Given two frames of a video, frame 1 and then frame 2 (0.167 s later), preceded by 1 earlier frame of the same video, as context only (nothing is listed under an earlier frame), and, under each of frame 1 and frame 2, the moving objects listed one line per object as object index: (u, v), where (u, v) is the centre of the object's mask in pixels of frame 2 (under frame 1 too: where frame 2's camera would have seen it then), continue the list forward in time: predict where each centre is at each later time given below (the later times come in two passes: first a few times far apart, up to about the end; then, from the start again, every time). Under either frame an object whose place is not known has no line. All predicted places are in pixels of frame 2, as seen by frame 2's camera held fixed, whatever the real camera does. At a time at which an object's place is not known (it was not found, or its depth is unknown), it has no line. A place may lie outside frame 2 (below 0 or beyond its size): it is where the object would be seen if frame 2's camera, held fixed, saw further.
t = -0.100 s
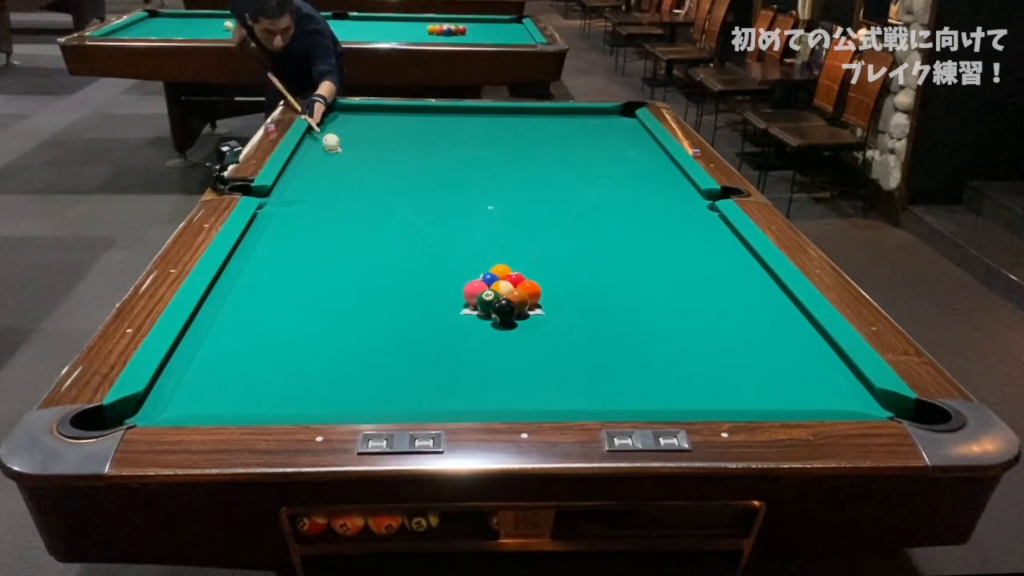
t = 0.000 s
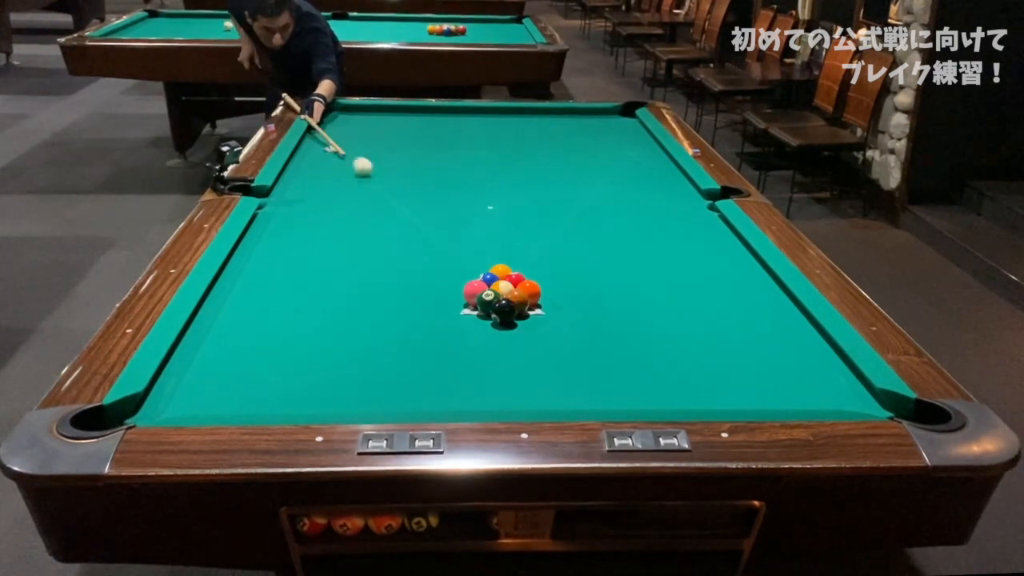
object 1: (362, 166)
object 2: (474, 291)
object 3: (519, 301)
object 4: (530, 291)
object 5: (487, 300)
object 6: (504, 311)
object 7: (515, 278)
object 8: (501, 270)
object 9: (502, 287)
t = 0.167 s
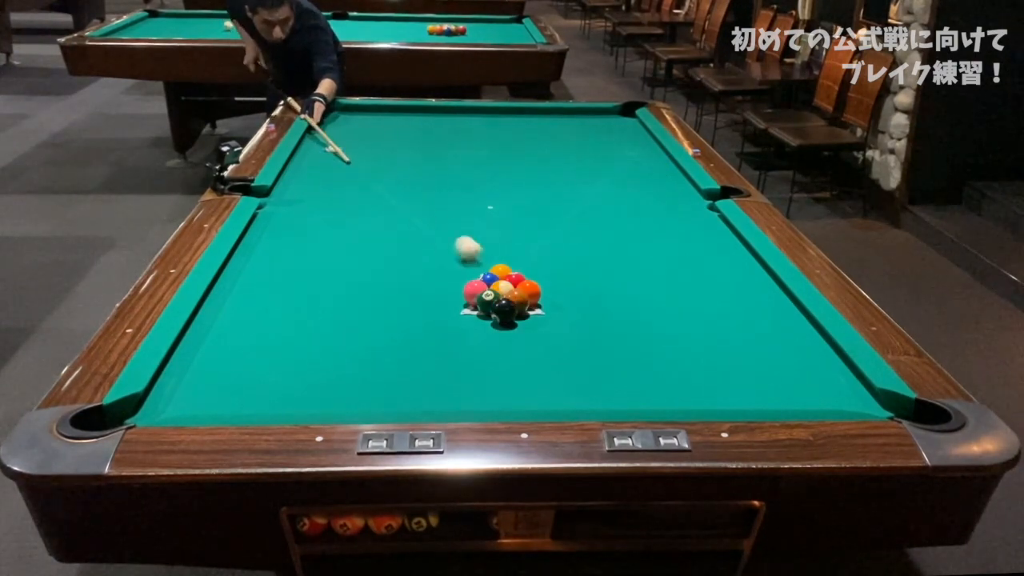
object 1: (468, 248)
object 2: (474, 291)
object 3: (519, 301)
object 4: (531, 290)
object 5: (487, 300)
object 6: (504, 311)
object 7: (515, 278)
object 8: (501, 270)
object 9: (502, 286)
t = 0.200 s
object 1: (489, 263)
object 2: (472, 292)
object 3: (518, 301)
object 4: (536, 293)
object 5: (486, 301)
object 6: (502, 312)
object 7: (517, 279)
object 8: (502, 270)
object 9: (502, 287)
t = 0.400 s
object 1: (493, 257)
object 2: (382, 325)
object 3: (525, 309)
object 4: (790, 352)
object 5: (454, 337)
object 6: (451, 364)
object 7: (574, 276)
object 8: (532, 261)
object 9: (498, 297)
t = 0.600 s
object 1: (495, 248)
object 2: (291, 358)
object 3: (533, 317)
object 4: (754, 384)
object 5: (419, 376)
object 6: (400, 399)
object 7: (624, 270)
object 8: (557, 249)
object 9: (496, 300)
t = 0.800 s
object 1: (497, 240)
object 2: (184, 395)
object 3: (541, 324)
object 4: (656, 399)
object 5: (419, 375)
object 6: (343, 399)
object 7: (670, 264)
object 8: (580, 238)
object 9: (495, 303)
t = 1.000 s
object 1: (499, 233)
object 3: (549, 330)
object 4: (554, 389)
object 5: (421, 374)
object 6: (299, 393)
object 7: (715, 258)
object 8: (601, 228)
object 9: (492, 305)
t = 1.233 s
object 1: (501, 225)
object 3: (557, 337)
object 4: (452, 377)
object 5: (415, 372)
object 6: (251, 383)
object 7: (734, 252)
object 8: (623, 217)
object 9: (488, 307)
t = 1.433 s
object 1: (502, 220)
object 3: (563, 342)
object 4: (434, 373)
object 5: (350, 366)
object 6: (212, 374)
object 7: (707, 247)
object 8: (640, 209)
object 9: (486, 308)
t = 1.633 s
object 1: (503, 214)
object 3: (569, 347)
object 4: (413, 369)
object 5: (292, 360)
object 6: (176, 367)
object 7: (681, 243)
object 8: (656, 201)
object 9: (485, 309)
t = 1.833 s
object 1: (504, 210)
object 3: (574, 351)
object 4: (395, 366)
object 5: (238, 354)
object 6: (201, 357)
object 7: (658, 240)
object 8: (671, 194)
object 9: (484, 310)
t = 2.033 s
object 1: (505, 206)
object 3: (577, 356)
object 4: (379, 363)
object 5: (242, 343)
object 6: (188, 354)
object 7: (636, 236)
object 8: (685, 188)
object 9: (484, 310)
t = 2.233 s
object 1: (506, 202)
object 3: (580, 359)
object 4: (364, 361)
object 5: (246, 333)
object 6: (204, 349)
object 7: (616, 233)
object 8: (681, 183)
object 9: (484, 310)
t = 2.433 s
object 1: (506, 199)
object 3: (583, 361)
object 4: (351, 359)
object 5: (249, 324)
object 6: (218, 345)
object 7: (597, 231)
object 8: (670, 179)
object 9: (484, 310)
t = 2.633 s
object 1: (508, 196)
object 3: (584, 363)
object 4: (340, 356)
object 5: (251, 317)
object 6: (231, 342)
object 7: (580, 228)
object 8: (660, 176)
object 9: (484, 310)
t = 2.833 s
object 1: (509, 194)
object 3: (584, 363)
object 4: (330, 354)
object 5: (252, 309)
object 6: (241, 339)
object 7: (565, 225)
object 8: (651, 172)
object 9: (484, 310)
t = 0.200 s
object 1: (489, 263)
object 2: (472, 292)
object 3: (518, 301)
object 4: (536, 293)
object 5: (486, 301)
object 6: (502, 312)
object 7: (517, 279)
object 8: (502, 270)
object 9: (502, 287)
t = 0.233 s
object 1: (490, 262)
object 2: (459, 299)
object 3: (518, 303)
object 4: (573, 303)
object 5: (479, 307)
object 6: (495, 321)
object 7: (528, 282)
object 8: (507, 271)
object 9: (500, 290)
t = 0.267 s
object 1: (491, 262)
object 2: (441, 304)
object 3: (519, 304)
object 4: (616, 312)
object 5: (474, 313)
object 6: (485, 331)
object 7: (539, 281)
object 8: (513, 270)
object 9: (499, 292)
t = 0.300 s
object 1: (492, 261)
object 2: (426, 310)
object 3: (520, 306)
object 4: (660, 322)
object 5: (469, 318)
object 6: (475, 338)
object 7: (548, 280)
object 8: (518, 268)
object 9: (499, 294)
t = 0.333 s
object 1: (492, 260)
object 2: (412, 315)
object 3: (522, 307)
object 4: (700, 331)
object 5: (465, 324)
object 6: (467, 347)
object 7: (556, 279)
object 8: (523, 266)
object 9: (499, 295)
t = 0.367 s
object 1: (493, 258)
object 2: (397, 320)
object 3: (524, 308)
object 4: (745, 341)
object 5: (460, 331)
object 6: (459, 356)
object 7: (565, 278)
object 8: (528, 263)
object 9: (499, 296)
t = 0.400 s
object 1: (493, 257)
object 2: (382, 325)
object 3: (525, 309)
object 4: (790, 352)
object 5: (454, 337)
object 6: (451, 364)
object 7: (574, 276)
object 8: (532, 261)
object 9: (498, 297)
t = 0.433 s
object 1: (493, 255)
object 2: (369, 330)
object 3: (526, 311)
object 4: (831, 361)
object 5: (449, 343)
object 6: (442, 372)
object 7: (582, 275)
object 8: (536, 259)
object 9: (498, 297)
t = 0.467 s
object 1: (494, 254)
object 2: (354, 335)
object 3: (528, 312)
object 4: (826, 367)
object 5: (443, 350)
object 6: (433, 380)
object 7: (591, 274)
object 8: (541, 257)
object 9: (497, 298)
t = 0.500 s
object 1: (494, 252)
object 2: (338, 341)
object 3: (529, 313)
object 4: (806, 373)
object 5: (437, 357)
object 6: (424, 390)
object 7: (599, 273)
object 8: (545, 255)
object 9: (497, 299)
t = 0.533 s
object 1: (494, 251)
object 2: (324, 346)
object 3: (530, 314)
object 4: (789, 376)
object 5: (431, 363)
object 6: (415, 396)
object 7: (607, 272)
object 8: (549, 253)
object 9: (497, 299)
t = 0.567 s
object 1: (495, 249)
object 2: (307, 352)
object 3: (532, 315)
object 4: (771, 380)
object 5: (425, 370)
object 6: (404, 402)
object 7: (615, 271)
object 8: (553, 251)
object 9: (496, 299)
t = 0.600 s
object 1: (495, 248)
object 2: (291, 358)
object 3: (533, 317)
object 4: (754, 384)
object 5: (419, 376)
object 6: (400, 399)
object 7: (624, 270)
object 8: (557, 249)
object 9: (496, 300)
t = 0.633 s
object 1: (495, 247)
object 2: (275, 363)
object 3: (535, 317)
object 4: (740, 388)
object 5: (414, 380)
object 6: (394, 396)
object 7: (631, 268)
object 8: (561, 247)
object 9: (495, 301)
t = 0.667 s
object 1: (495, 245)
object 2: (257, 369)
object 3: (536, 319)
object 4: (723, 392)
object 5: (415, 380)
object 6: (382, 399)
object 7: (639, 268)
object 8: (565, 245)
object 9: (495, 301)
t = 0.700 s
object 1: (496, 244)
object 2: (239, 376)
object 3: (537, 321)
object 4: (706, 395)
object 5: (416, 378)
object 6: (369, 401)
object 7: (647, 267)
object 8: (569, 243)
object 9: (495, 302)
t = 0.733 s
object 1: (496, 243)
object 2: (222, 382)
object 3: (539, 322)
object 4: (691, 398)
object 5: (418, 376)
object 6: (360, 402)
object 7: (654, 266)
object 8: (572, 241)
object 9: (495, 302)
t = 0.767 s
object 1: (496, 241)
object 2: (203, 388)
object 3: (540, 323)
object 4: (673, 400)
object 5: (418, 376)
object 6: (351, 401)
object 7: (662, 265)
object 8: (576, 240)
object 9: (495, 303)
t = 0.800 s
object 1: (497, 240)
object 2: (184, 395)
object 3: (541, 324)
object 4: (656, 399)
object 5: (419, 375)
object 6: (343, 399)
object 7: (670, 264)
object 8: (580, 238)
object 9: (495, 303)
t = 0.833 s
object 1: (497, 239)
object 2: (166, 401)
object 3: (543, 325)
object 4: (639, 397)
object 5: (419, 375)
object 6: (336, 399)
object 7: (677, 263)
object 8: (583, 236)
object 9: (494, 303)
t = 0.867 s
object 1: (497, 237)
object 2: (145, 407)
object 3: (544, 326)
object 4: (620, 396)
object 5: (420, 375)
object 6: (328, 397)
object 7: (685, 261)
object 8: (587, 234)
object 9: (494, 304)
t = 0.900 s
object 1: (498, 236)
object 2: (125, 414)
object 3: (546, 327)
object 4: (604, 395)
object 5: (420, 375)
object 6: (320, 397)
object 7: (693, 260)
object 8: (590, 233)
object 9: (493, 304)
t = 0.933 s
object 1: (498, 235)
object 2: (106, 423)
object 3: (547, 328)
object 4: (588, 393)
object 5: (420, 375)
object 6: (314, 396)
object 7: (699, 260)
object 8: (594, 231)
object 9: (493, 304)
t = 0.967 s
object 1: (498, 234)
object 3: (548, 329)
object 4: (570, 392)
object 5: (421, 374)
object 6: (306, 395)
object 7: (707, 259)
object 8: (597, 230)
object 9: (493, 305)
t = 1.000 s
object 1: (499, 233)
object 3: (549, 330)
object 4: (554, 389)
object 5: (421, 374)
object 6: (299, 393)
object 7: (715, 258)
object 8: (601, 228)
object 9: (492, 305)
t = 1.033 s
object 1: (499, 232)
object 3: (550, 331)
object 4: (539, 388)
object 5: (421, 374)
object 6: (292, 392)
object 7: (721, 257)
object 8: (604, 226)
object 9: (492, 305)
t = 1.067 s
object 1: (499, 230)
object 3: (551, 332)
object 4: (522, 386)
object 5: (421, 374)
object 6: (285, 391)
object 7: (728, 256)
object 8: (607, 225)
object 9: (491, 306)
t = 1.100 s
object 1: (499, 229)
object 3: (553, 333)
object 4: (506, 383)
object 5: (422, 374)
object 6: (278, 389)
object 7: (736, 255)
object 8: (611, 223)
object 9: (491, 306)
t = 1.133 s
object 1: (500, 229)
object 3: (554, 334)
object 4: (491, 382)
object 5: (422, 373)
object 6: (271, 388)
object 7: (742, 254)
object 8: (614, 222)
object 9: (490, 307)
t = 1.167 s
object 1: (500, 227)
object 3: (555, 335)
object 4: (475, 380)
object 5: (422, 373)
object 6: (264, 386)
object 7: (744, 253)
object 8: (617, 220)
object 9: (489, 307)
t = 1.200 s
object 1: (500, 226)
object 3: (556, 336)
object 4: (460, 378)
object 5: (422, 373)
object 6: (257, 384)
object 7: (739, 252)
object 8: (620, 219)
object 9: (489, 307)
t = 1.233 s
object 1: (501, 225)
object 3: (557, 337)
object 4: (452, 377)
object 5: (415, 372)
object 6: (251, 383)
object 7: (734, 252)
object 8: (623, 217)
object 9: (488, 307)
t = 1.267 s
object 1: (501, 224)
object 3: (558, 338)
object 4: (451, 376)
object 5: (401, 371)
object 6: (244, 381)
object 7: (730, 251)
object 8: (626, 216)
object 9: (488, 307)
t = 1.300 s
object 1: (501, 223)
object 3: (559, 339)
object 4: (448, 376)
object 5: (389, 370)
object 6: (237, 380)
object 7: (725, 250)
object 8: (629, 214)
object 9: (487, 308)
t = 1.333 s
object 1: (501, 223)
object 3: (560, 339)
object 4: (444, 375)
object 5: (379, 369)
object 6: (231, 379)
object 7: (721, 249)
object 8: (632, 213)
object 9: (487, 307)
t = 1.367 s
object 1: (501, 222)
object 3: (561, 341)
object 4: (441, 375)
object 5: (369, 368)
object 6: (224, 378)
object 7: (716, 249)
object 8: (634, 212)
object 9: (486, 308)
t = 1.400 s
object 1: (502, 220)
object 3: (562, 341)
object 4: (437, 374)
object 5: (359, 367)
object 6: (218, 376)
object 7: (711, 248)
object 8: (637, 210)
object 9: (486, 308)
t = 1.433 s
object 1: (502, 220)
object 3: (563, 342)
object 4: (434, 373)
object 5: (350, 366)
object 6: (212, 374)
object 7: (707, 247)
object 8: (640, 209)
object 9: (486, 308)
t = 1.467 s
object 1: (502, 219)
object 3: (564, 343)
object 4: (430, 372)
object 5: (340, 364)
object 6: (206, 373)
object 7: (703, 246)
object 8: (643, 207)
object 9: (486, 308)
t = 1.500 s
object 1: (502, 218)
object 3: (565, 344)
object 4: (427, 372)
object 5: (330, 363)
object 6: (199, 371)
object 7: (698, 246)
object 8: (646, 206)
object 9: (486, 309)
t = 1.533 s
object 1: (502, 217)
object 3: (566, 344)
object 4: (423, 371)
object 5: (321, 362)
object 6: (194, 370)
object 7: (694, 245)
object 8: (648, 205)
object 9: (485, 309)
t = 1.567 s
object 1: (503, 216)
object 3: (567, 346)
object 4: (420, 371)
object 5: (311, 362)
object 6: (187, 369)
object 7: (690, 245)
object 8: (651, 204)
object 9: (485, 309)
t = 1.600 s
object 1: (503, 215)
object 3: (568, 346)
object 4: (416, 370)
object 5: (301, 361)
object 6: (181, 368)
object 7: (685, 244)
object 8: (654, 202)
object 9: (485, 309)
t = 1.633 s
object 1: (503, 214)
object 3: (569, 347)
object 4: (413, 369)
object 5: (292, 360)
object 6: (176, 367)
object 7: (681, 243)
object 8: (656, 201)
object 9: (485, 309)
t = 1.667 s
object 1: (503, 213)
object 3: (570, 348)
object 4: (411, 368)
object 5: (283, 358)
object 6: (179, 366)
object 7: (677, 242)
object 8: (659, 200)
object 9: (485, 310)
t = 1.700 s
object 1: (504, 213)
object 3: (571, 349)
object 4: (407, 368)
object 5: (273, 358)
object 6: (183, 364)
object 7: (673, 242)
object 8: (661, 199)
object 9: (485, 310)
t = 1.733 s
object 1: (503, 212)
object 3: (572, 349)
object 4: (404, 367)
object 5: (265, 357)
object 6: (188, 362)
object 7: (669, 242)
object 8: (664, 198)
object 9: (485, 310)
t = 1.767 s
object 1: (504, 212)
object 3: (572, 350)
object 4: (401, 367)
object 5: (255, 356)
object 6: (192, 361)
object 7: (665, 241)
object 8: (666, 197)
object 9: (484, 310)
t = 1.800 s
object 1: (504, 211)
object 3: (573, 351)
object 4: (398, 366)
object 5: (246, 355)
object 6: (197, 358)
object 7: (662, 240)
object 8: (669, 196)
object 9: (484, 310)
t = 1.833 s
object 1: (504, 210)
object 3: (574, 351)
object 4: (395, 366)
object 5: (238, 354)
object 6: (201, 357)
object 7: (658, 240)
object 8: (671, 194)
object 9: (484, 310)
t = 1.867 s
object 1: (504, 209)
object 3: (575, 353)
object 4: (392, 366)
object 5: (237, 353)
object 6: (196, 357)
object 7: (654, 239)
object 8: (673, 193)
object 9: (484, 310)
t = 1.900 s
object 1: (504, 208)
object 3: (575, 353)
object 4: (390, 365)
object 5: (239, 351)
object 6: (189, 356)
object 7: (650, 239)
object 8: (676, 192)
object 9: (484, 310)
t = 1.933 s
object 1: (504, 208)
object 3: (576, 353)
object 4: (387, 365)
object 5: (240, 348)
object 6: (185, 356)
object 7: (647, 238)
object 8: (678, 191)
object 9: (484, 310)
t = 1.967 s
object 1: (505, 207)
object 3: (576, 354)
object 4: (384, 364)
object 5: (241, 346)
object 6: (182, 355)
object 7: (643, 237)
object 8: (680, 190)
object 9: (484, 310)
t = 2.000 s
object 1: (504, 206)
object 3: (577, 355)
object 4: (381, 363)
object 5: (242, 344)
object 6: (185, 355)
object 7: (640, 237)
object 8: (683, 189)
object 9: (484, 310)
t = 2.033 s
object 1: (505, 206)
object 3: (577, 356)
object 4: (379, 363)
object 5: (242, 343)
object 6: (188, 354)
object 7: (636, 236)
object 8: (685, 188)
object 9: (484, 310)
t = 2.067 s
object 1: (505, 205)
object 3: (578, 356)
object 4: (376, 363)
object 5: (243, 341)
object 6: (191, 353)
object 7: (632, 236)
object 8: (687, 187)
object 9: (485, 310)
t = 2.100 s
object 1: (505, 204)
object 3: (578, 357)
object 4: (374, 362)
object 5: (244, 339)
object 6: (194, 352)
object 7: (629, 235)
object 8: (689, 186)
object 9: (484, 310)
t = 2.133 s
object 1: (505, 204)
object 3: (579, 357)
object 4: (371, 362)
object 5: (244, 337)
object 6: (196, 351)
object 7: (626, 235)
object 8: (687, 185)
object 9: (484, 310)
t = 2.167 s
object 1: (505, 203)
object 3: (579, 358)
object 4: (369, 361)
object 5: (245, 336)
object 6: (199, 351)
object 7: (622, 234)
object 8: (685, 185)
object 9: (484, 310)
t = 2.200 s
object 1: (505, 203)
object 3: (580, 358)
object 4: (366, 361)
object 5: (245, 334)
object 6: (202, 350)
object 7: (619, 234)
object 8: (683, 184)
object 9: (484, 310)
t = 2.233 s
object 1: (506, 202)
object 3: (580, 359)
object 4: (364, 361)
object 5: (246, 333)
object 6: (204, 349)
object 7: (616, 233)
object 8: (681, 183)
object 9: (484, 310)
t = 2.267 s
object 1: (506, 202)
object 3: (581, 359)
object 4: (362, 360)
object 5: (246, 331)
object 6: (207, 349)
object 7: (613, 233)
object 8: (679, 183)
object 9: (484, 310)
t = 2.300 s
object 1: (506, 201)
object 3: (581, 360)
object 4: (359, 360)
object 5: (247, 330)
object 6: (209, 348)
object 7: (609, 233)
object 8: (677, 182)
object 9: (484, 310)
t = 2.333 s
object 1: (506, 200)
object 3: (582, 360)
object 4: (357, 359)
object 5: (247, 328)
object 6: (211, 347)
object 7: (606, 232)
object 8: (675, 181)
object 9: (484, 310)
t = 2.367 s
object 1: (506, 200)
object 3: (582, 361)
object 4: (355, 359)
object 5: (248, 327)
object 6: (214, 347)
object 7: (603, 232)
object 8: (674, 180)
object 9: (484, 310)
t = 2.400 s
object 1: (506, 199)
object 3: (582, 361)
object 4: (353, 359)
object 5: (248, 325)
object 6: (216, 346)
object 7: (600, 231)
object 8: (672, 180)
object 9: (484, 310)
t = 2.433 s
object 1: (506, 199)
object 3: (583, 361)
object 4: (351, 359)
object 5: (249, 324)
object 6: (218, 345)
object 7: (597, 231)
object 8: (670, 179)
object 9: (484, 310)
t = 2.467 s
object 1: (507, 199)
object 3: (583, 361)
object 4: (349, 358)
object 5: (249, 322)
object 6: (221, 345)
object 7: (594, 230)
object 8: (668, 179)
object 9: (484, 310)
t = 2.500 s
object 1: (507, 198)
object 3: (583, 361)
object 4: (347, 358)
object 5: (249, 321)
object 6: (223, 344)
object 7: (591, 230)
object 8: (667, 178)
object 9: (485, 310)
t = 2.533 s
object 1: (507, 198)
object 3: (583, 362)
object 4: (345, 357)
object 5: (249, 320)
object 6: (225, 344)
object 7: (589, 230)
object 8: (665, 177)
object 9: (484, 310)
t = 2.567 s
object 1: (507, 197)
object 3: (584, 362)
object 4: (343, 357)
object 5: (250, 319)
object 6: (227, 343)
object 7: (586, 229)
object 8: (663, 177)
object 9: (484, 310)
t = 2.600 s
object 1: (507, 197)
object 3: (584, 363)
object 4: (341, 356)
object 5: (250, 318)
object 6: (229, 343)
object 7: (583, 229)
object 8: (661, 176)
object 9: (484, 310)
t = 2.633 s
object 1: (508, 196)
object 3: (584, 363)
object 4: (340, 356)
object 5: (251, 317)
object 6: (231, 342)
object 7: (580, 228)
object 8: (660, 176)
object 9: (484, 310)
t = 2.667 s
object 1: (508, 196)
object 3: (584, 362)
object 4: (338, 356)
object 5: (251, 315)
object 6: (232, 341)
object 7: (578, 228)
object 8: (658, 175)
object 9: (484, 310)
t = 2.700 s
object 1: (508, 195)
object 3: (584, 363)
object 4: (336, 356)
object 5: (251, 314)
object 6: (234, 341)
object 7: (575, 227)
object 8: (657, 174)
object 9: (484, 310)
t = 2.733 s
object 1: (508, 195)
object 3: (584, 363)
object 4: (334, 355)
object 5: (251, 313)
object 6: (236, 340)
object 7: (572, 226)
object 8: (655, 174)
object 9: (484, 310)
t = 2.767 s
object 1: (508, 194)
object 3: (584, 363)
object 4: (333, 355)
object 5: (252, 312)
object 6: (238, 340)
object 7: (570, 226)
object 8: (654, 173)
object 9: (484, 310)
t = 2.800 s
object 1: (508, 194)
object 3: (584, 363)
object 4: (331, 355)
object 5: (252, 311)
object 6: (239, 340)
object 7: (567, 226)
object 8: (652, 173)
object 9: (484, 310)
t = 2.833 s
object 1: (509, 194)
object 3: (584, 363)
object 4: (330, 354)
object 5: (252, 309)
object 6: (241, 339)
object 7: (565, 225)
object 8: (651, 172)
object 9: (484, 310)
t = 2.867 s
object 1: (509, 193)
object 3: (584, 363)
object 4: (328, 354)
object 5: (252, 308)
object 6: (243, 339)
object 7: (562, 225)
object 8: (649, 171)
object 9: (484, 310)
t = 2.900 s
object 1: (509, 193)
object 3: (584, 363)
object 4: (326, 354)
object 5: (252, 307)
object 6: (244, 338)
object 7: (560, 224)
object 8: (648, 171)
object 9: (484, 309)
